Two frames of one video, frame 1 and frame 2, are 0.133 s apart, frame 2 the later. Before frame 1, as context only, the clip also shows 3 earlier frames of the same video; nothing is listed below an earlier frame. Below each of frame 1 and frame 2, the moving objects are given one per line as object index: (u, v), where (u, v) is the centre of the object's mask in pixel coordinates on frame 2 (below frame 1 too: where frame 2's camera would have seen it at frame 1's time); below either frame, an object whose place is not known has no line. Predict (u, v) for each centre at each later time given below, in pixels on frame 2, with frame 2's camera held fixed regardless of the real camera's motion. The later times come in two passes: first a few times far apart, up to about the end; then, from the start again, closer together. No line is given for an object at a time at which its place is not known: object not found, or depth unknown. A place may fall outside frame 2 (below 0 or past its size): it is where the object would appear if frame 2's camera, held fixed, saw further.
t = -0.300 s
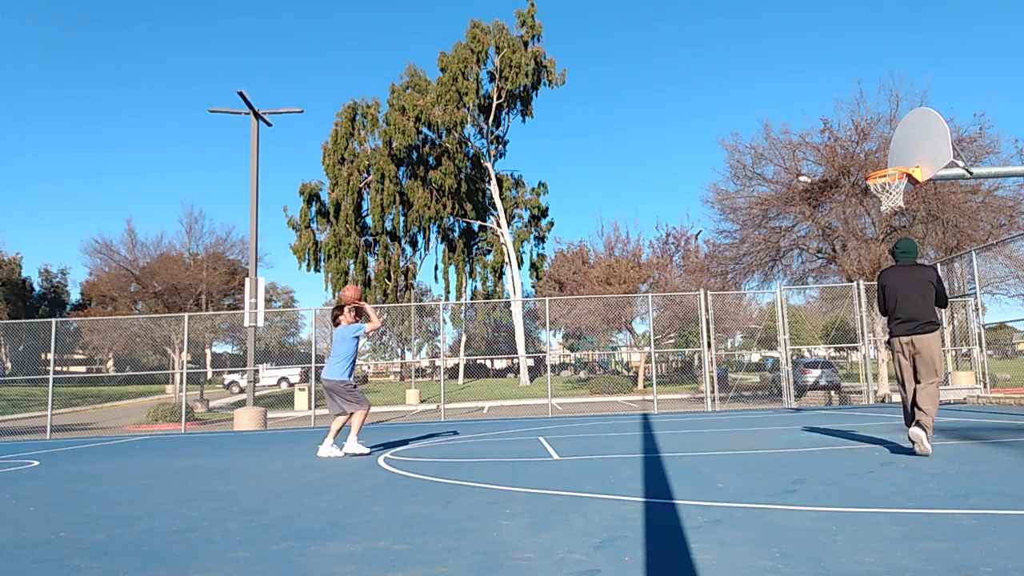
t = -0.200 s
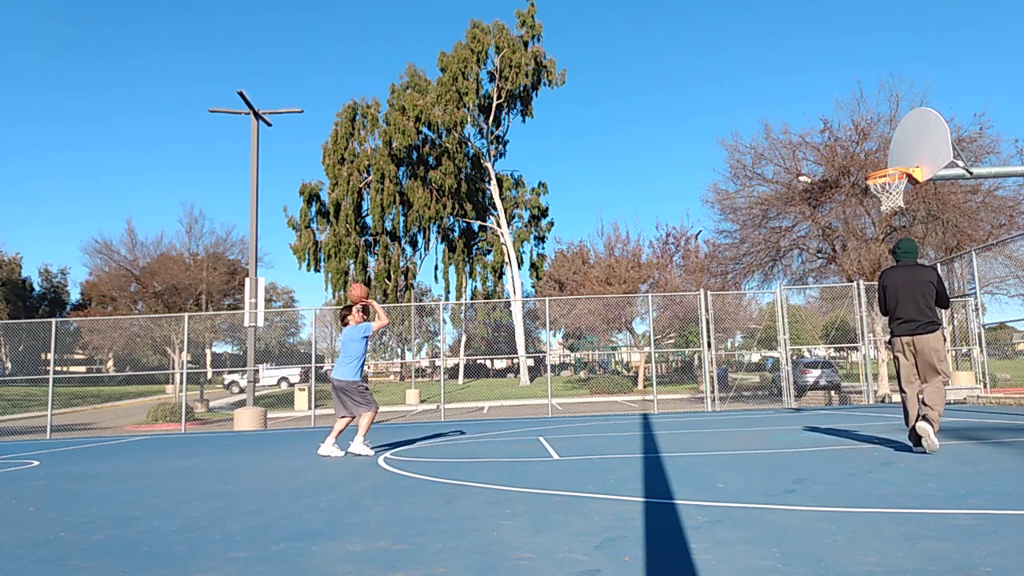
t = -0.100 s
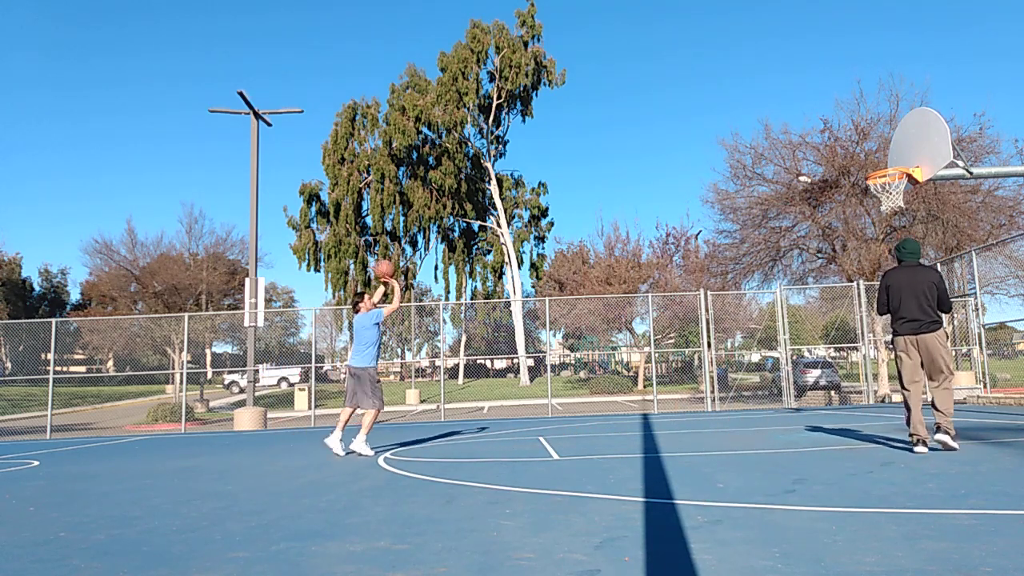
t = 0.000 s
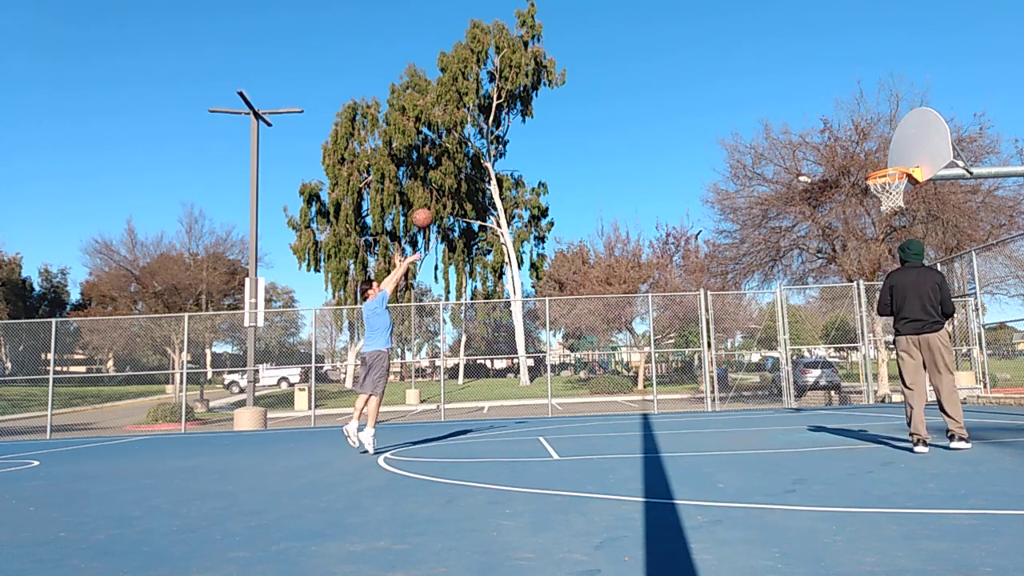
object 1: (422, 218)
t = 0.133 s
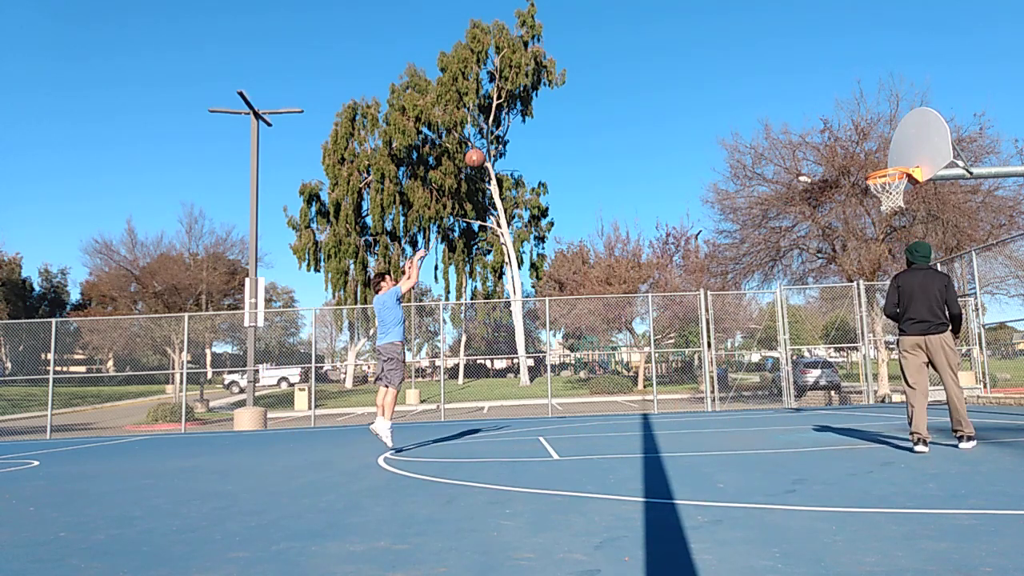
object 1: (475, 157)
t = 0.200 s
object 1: (501, 134)
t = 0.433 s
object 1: (590, 77)
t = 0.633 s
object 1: (664, 63)
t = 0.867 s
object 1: (750, 86)
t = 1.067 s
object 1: (824, 138)
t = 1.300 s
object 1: (818, 177)
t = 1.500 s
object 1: (764, 202)
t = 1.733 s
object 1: (711, 261)
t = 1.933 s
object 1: (674, 332)
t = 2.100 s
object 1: (648, 404)
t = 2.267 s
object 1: (626, 380)
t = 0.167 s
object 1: (488, 145)
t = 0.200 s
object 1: (501, 134)
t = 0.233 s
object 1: (514, 123)
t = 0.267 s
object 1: (527, 113)
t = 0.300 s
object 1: (539, 104)
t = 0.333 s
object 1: (552, 97)
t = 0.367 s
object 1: (565, 89)
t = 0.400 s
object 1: (578, 82)
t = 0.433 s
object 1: (590, 77)
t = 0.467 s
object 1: (602, 72)
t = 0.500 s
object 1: (615, 69)
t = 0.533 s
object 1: (627, 66)
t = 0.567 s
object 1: (639, 64)
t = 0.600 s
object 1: (652, 63)
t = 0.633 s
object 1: (664, 63)
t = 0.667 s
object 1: (676, 64)
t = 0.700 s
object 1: (688, 65)
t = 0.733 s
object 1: (701, 67)
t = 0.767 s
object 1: (713, 71)
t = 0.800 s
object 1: (726, 75)
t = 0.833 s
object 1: (738, 80)
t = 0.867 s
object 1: (750, 86)
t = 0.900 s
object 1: (763, 92)
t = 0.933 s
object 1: (775, 100)
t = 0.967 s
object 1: (787, 108)
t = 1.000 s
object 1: (800, 118)
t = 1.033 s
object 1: (812, 127)
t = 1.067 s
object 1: (824, 138)
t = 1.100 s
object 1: (837, 150)
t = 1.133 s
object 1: (849, 163)
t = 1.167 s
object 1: (859, 174)
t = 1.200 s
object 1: (849, 173)
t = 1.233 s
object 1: (838, 174)
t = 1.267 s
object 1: (828, 175)
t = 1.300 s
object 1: (818, 177)
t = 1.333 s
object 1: (808, 179)
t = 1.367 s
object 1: (799, 182)
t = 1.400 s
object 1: (790, 187)
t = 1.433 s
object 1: (781, 191)
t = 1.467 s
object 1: (772, 197)
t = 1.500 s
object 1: (764, 202)
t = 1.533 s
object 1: (756, 209)
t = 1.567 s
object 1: (748, 217)
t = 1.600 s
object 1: (740, 224)
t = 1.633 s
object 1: (733, 233)
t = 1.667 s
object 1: (725, 242)
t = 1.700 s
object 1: (718, 251)
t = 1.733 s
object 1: (711, 261)
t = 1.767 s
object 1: (704, 272)
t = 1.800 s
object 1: (699, 283)
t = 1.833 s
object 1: (692, 295)
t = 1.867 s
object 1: (686, 306)
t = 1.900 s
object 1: (680, 319)
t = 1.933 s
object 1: (674, 332)
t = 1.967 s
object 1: (669, 345)
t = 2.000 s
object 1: (664, 359)
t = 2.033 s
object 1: (659, 374)
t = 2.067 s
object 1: (653, 389)
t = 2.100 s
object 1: (648, 404)
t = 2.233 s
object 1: (630, 388)
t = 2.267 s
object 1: (626, 380)
